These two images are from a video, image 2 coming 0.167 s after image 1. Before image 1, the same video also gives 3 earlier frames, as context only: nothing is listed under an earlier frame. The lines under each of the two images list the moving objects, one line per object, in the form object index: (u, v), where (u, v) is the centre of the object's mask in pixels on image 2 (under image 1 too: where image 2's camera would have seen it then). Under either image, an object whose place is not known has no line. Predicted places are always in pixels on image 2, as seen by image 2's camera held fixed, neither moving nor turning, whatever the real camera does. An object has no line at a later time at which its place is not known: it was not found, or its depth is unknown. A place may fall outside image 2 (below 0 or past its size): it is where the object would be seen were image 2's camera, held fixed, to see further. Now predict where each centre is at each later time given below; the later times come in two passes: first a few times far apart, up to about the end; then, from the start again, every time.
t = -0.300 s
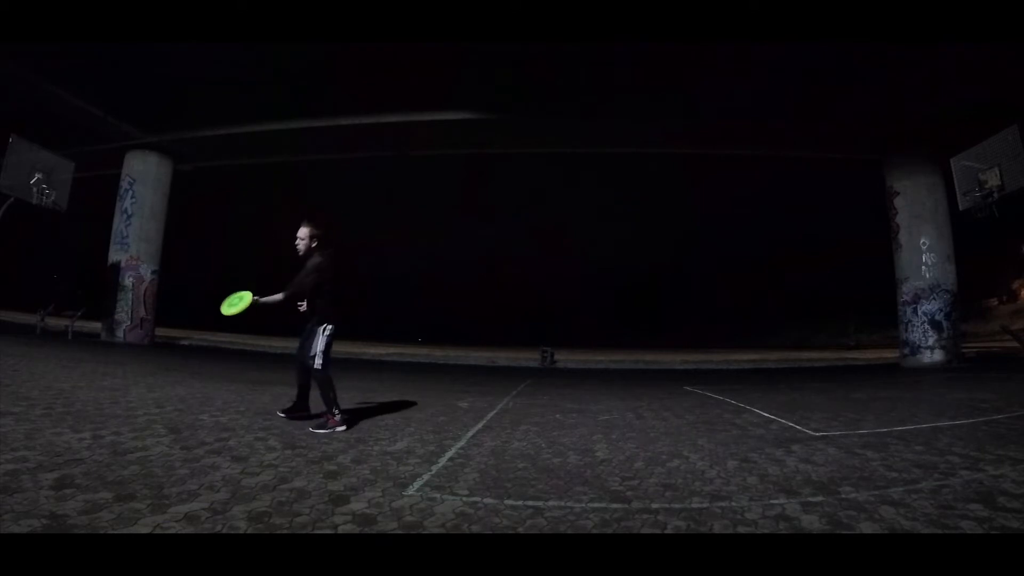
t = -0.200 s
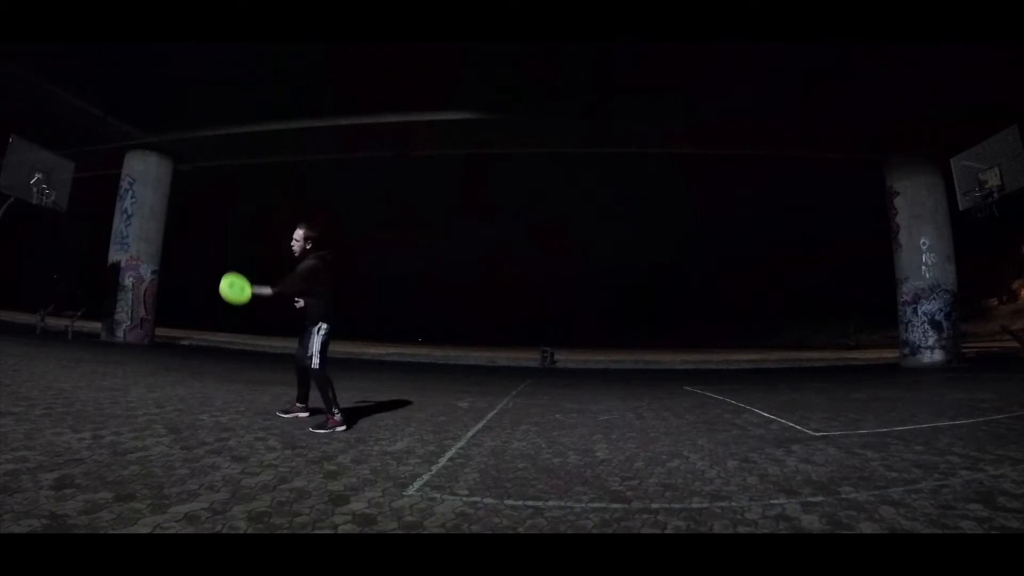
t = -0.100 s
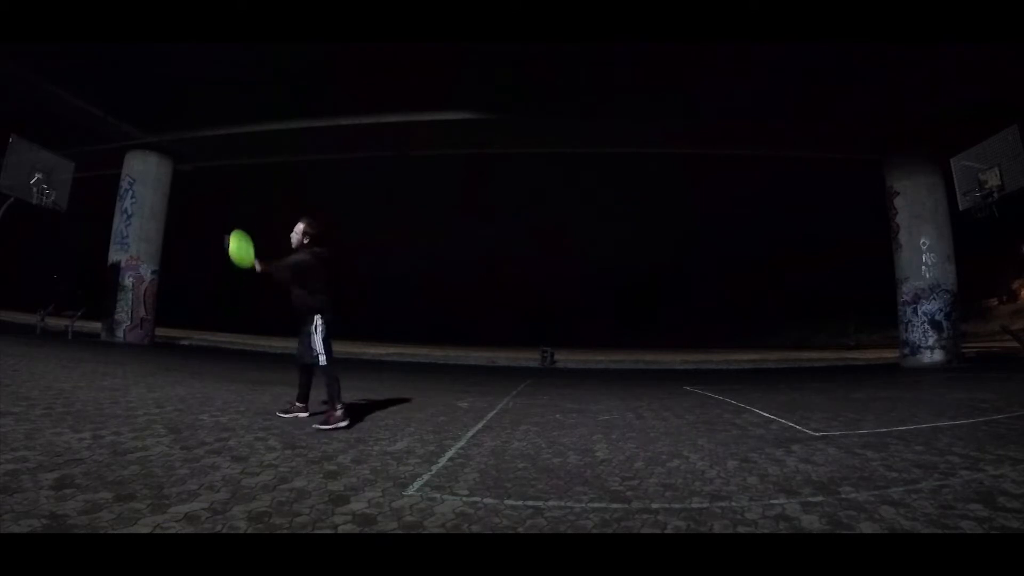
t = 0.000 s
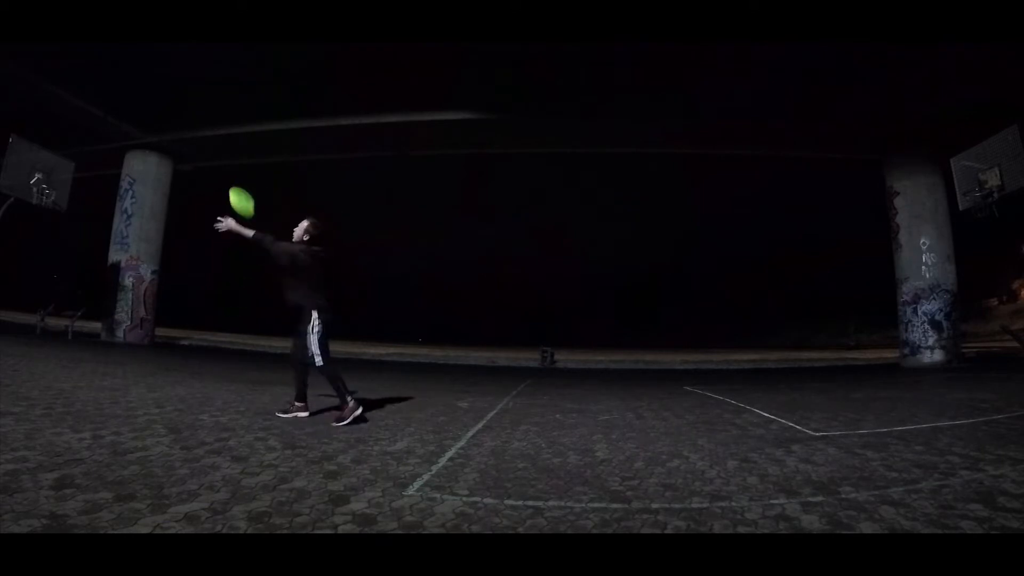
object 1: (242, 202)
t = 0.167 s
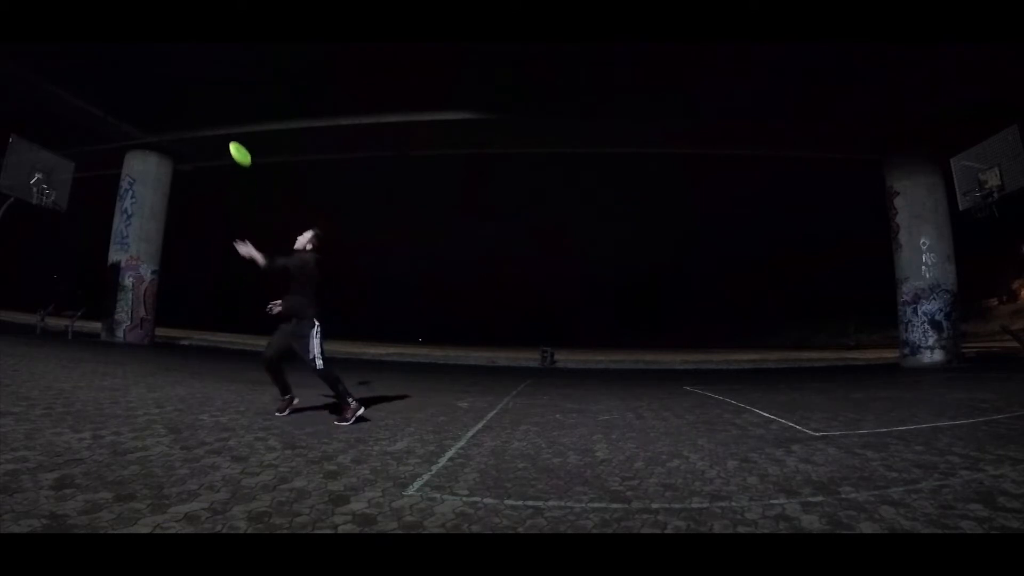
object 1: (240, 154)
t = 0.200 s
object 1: (240, 148)
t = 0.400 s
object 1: (237, 133)
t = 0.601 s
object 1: (233, 147)
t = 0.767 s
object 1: (232, 179)
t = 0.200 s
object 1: (240, 148)
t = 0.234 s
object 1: (239, 143)
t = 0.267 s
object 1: (238, 139)
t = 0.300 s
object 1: (238, 136)
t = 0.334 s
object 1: (238, 134)
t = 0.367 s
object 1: (237, 133)
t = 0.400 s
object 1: (237, 133)
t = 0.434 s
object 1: (236, 133)
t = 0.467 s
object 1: (235, 134)
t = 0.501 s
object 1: (235, 136)
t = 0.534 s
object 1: (234, 139)
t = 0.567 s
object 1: (233, 143)
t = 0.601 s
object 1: (233, 147)
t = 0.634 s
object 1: (233, 152)
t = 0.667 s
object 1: (232, 157)
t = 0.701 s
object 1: (232, 164)
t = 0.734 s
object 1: (232, 171)
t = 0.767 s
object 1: (232, 179)
